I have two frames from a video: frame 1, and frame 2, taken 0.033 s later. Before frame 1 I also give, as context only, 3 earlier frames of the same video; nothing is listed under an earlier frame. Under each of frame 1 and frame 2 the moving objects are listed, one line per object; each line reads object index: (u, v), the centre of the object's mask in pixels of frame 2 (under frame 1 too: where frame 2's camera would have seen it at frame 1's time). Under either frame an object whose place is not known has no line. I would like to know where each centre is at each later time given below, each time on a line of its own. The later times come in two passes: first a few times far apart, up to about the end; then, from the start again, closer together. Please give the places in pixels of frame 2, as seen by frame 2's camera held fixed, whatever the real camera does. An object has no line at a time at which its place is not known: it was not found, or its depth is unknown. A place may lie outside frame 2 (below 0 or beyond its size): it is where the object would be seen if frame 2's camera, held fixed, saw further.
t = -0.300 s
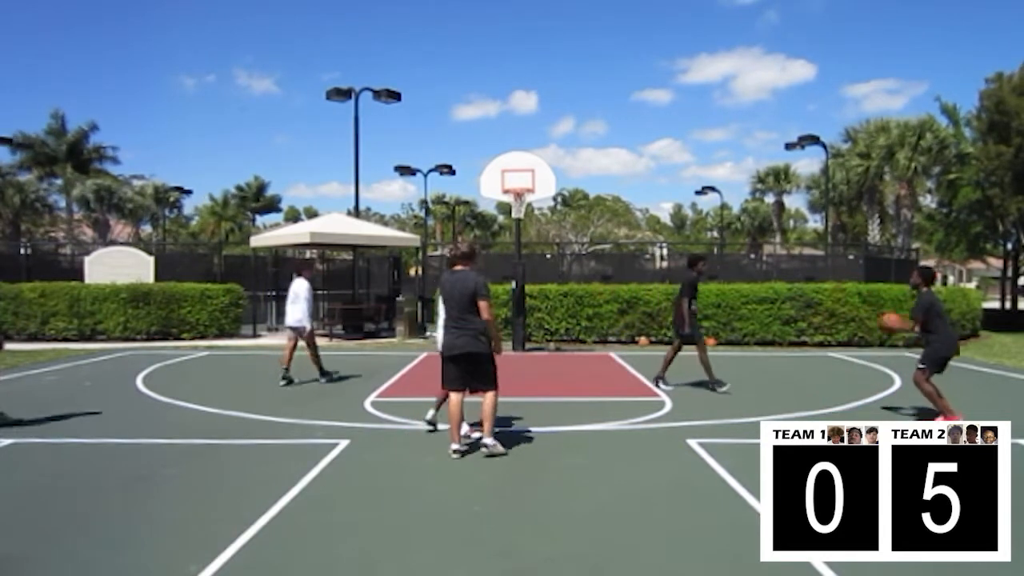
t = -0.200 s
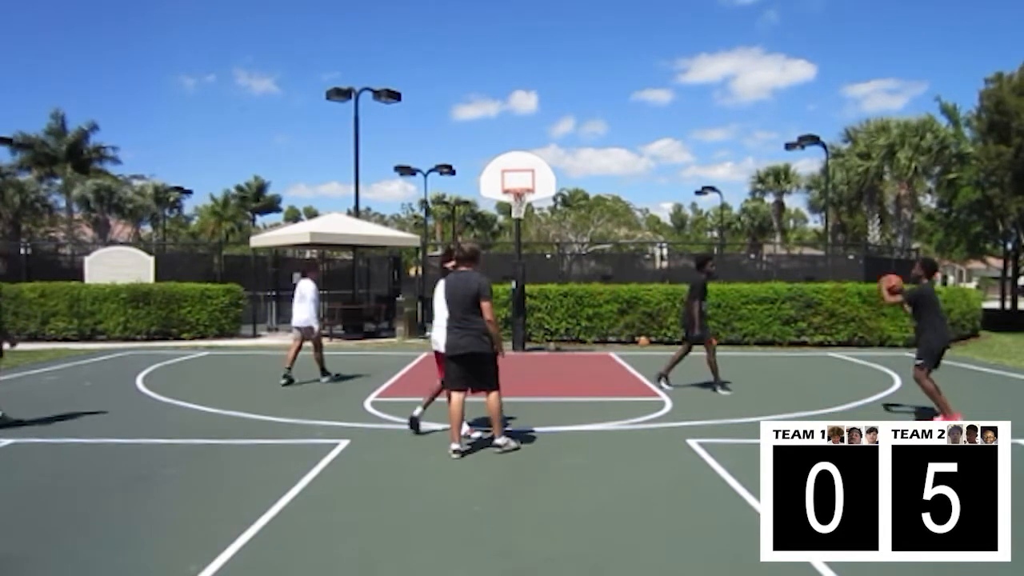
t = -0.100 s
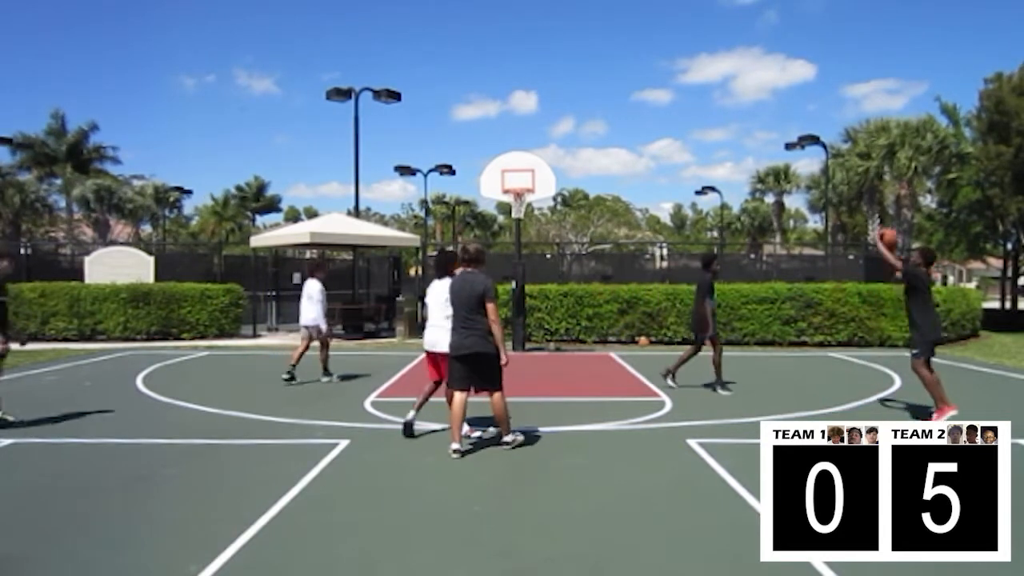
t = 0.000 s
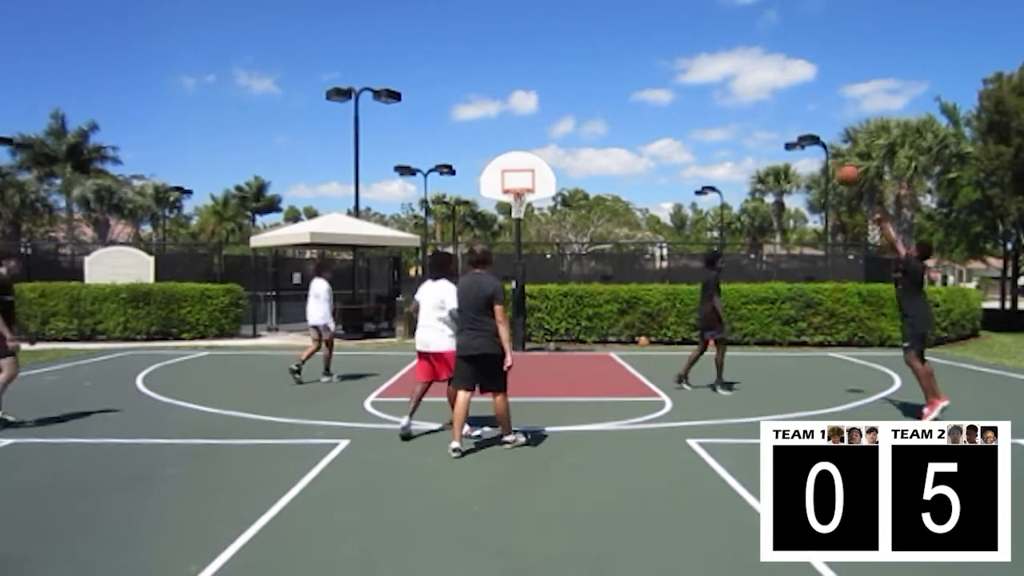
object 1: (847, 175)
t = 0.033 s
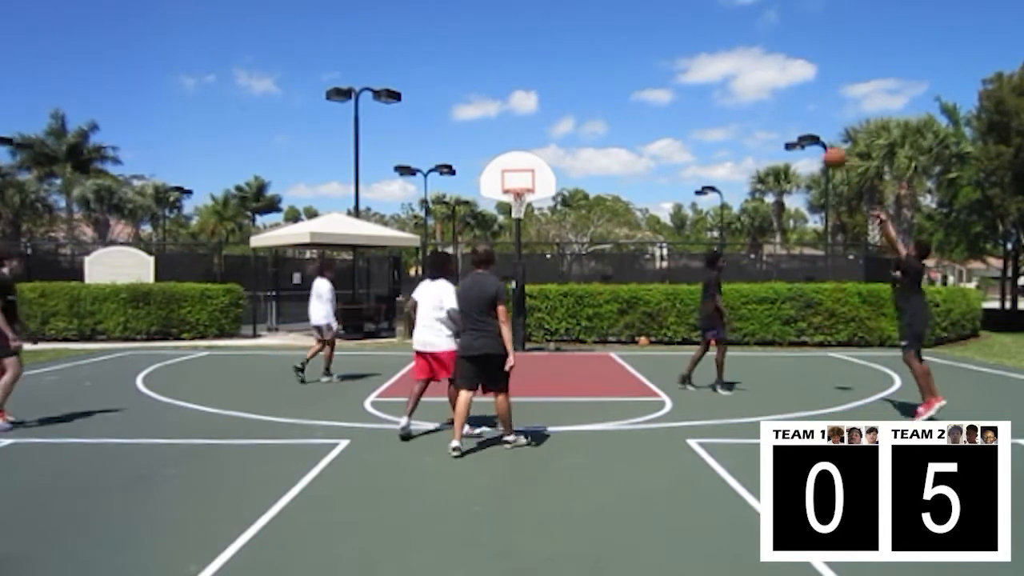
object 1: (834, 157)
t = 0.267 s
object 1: (749, 70)
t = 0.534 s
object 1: (671, 34)
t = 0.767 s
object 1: (615, 44)
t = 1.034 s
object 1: (561, 93)
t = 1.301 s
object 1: (517, 169)
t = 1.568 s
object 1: (538, 164)
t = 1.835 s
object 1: (575, 152)
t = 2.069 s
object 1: (607, 175)
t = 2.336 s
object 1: (643, 236)
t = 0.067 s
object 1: (821, 141)
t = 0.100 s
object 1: (808, 125)
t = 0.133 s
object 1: (795, 113)
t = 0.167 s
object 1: (783, 100)
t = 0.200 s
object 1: (772, 89)
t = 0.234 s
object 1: (760, 79)
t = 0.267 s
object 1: (749, 70)
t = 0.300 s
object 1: (738, 62)
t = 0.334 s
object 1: (728, 55)
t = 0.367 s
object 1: (718, 49)
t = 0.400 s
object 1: (708, 44)
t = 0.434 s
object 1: (698, 40)
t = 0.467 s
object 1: (689, 37)
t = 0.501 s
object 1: (680, 35)
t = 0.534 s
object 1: (671, 34)
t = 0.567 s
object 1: (662, 33)
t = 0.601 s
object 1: (654, 33)
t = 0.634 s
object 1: (646, 33)
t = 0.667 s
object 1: (637, 35)
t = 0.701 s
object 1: (630, 37)
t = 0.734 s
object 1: (623, 40)
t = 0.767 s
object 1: (615, 44)
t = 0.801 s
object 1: (608, 48)
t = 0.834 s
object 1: (601, 53)
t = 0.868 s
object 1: (594, 59)
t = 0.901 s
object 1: (587, 64)
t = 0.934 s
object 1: (580, 70)
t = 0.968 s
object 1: (574, 78)
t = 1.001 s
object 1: (567, 85)
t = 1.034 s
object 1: (561, 93)
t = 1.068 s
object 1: (555, 101)
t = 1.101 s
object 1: (549, 110)
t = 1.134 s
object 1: (543, 119)
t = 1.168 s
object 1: (538, 128)
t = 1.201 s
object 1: (532, 138)
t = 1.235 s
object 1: (526, 149)
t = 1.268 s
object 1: (521, 159)
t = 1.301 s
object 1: (517, 169)
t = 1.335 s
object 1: (514, 176)
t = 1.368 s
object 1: (511, 182)
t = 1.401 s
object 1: (511, 185)
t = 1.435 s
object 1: (519, 183)
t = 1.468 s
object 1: (525, 179)
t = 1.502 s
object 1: (529, 174)
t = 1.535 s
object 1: (534, 169)
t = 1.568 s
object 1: (538, 164)
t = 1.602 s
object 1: (543, 160)
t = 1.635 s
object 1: (548, 158)
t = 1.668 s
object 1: (552, 156)
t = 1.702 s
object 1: (557, 153)
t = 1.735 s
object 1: (561, 152)
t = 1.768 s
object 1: (566, 152)
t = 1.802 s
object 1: (570, 152)
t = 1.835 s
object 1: (575, 152)
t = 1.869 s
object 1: (580, 154)
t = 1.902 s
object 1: (584, 155)
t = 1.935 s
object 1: (589, 158)
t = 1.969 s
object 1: (594, 161)
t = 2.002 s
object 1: (598, 165)
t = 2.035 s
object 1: (602, 170)
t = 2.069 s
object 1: (607, 175)
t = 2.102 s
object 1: (612, 180)
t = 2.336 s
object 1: (643, 236)
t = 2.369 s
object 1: (646, 249)
